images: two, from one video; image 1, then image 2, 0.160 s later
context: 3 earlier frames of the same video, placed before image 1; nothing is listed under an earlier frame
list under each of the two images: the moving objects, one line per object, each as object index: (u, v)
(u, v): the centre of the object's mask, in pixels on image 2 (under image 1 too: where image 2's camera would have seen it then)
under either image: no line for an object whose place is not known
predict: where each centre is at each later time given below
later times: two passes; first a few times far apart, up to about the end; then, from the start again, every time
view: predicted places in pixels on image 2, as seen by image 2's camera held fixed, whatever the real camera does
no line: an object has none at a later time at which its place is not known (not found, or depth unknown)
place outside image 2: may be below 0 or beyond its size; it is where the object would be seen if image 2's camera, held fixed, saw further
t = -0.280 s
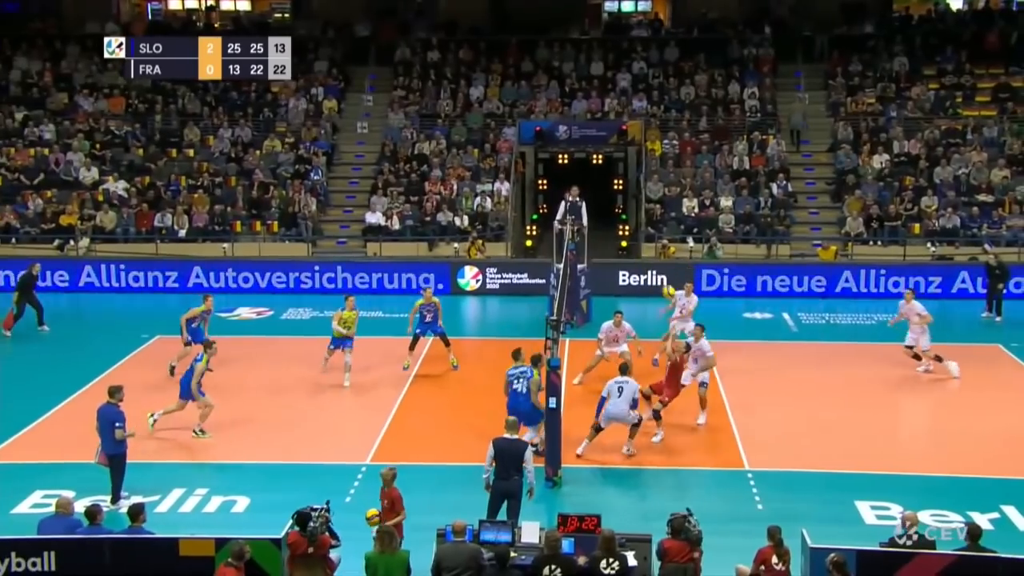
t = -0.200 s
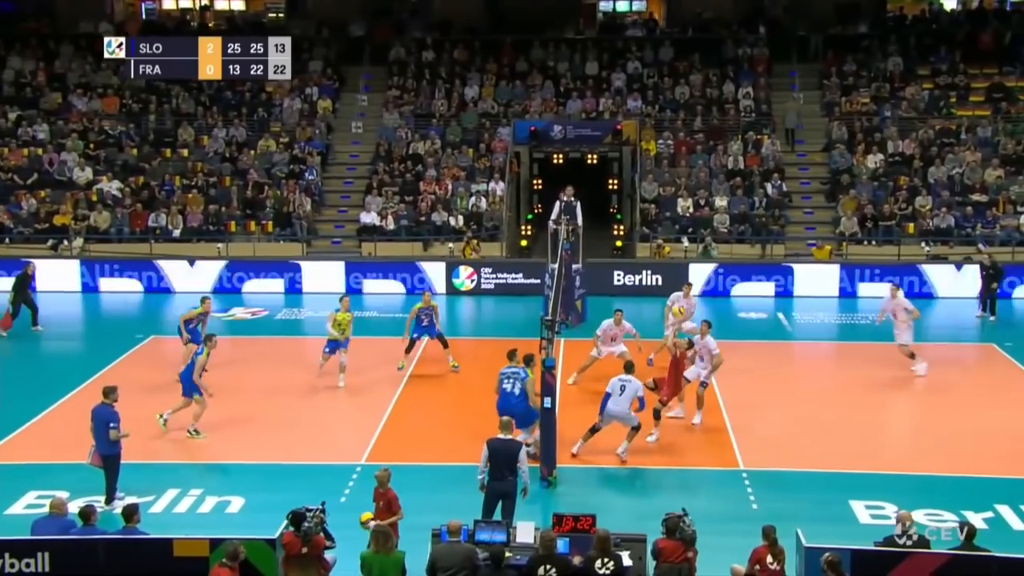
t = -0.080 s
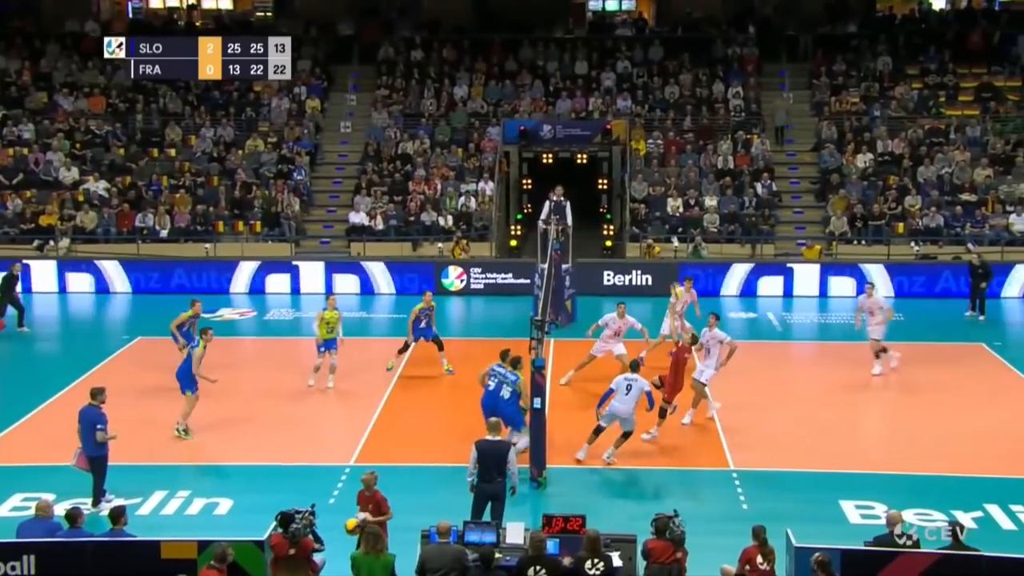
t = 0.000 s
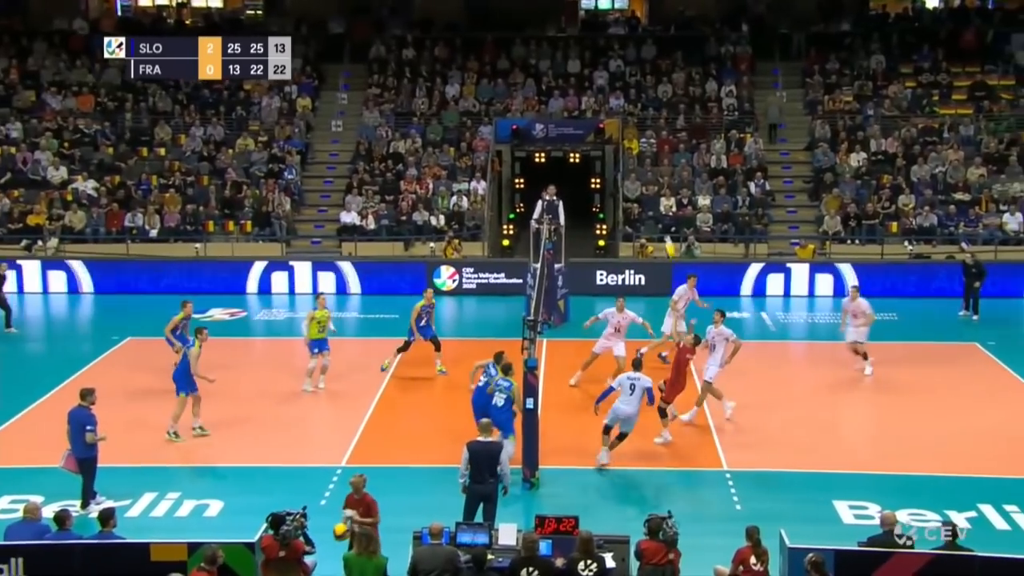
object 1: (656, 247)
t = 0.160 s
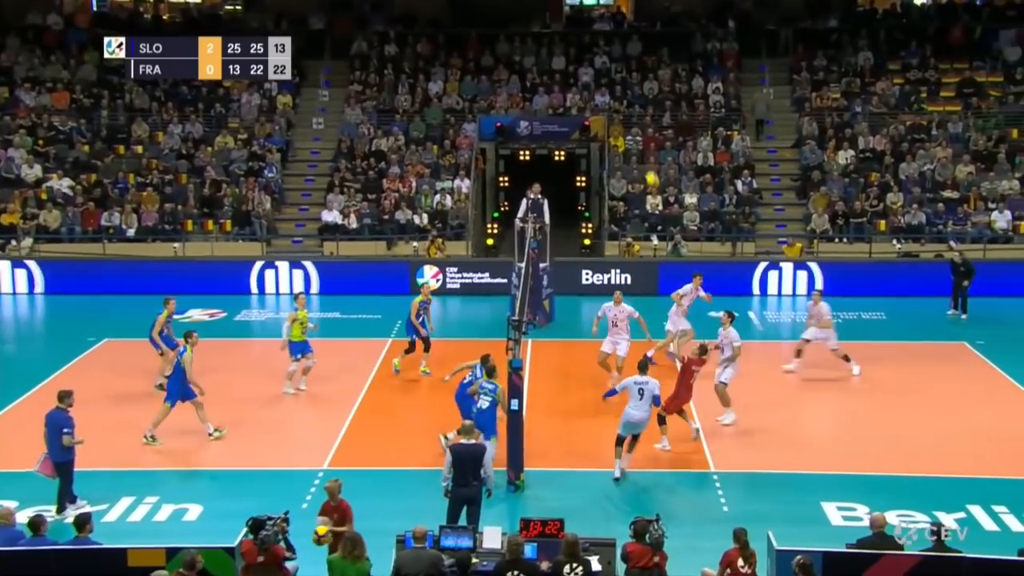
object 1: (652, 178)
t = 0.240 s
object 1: (650, 151)
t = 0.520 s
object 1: (645, 87)
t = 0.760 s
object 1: (640, 73)
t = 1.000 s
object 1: (636, 94)
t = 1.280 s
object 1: (631, 157)
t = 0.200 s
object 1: (651, 164)
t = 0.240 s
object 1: (650, 151)
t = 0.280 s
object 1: (649, 138)
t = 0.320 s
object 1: (648, 127)
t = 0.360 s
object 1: (648, 117)
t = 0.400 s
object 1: (647, 108)
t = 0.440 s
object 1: (646, 100)
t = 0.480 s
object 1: (646, 92)
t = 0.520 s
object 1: (645, 87)
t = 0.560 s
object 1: (644, 83)
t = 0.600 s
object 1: (643, 79)
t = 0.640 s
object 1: (643, 76)
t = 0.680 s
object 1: (642, 74)
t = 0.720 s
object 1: (641, 73)
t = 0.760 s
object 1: (640, 73)
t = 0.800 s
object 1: (640, 74)
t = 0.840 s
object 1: (639, 76)
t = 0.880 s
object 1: (638, 79)
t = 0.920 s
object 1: (637, 84)
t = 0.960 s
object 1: (637, 89)
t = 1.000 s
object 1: (636, 94)
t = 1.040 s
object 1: (635, 101)
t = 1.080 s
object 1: (635, 109)
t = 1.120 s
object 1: (634, 116)
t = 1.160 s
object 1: (633, 125)
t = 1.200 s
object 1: (633, 135)
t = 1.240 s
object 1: (632, 145)
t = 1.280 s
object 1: (631, 157)
